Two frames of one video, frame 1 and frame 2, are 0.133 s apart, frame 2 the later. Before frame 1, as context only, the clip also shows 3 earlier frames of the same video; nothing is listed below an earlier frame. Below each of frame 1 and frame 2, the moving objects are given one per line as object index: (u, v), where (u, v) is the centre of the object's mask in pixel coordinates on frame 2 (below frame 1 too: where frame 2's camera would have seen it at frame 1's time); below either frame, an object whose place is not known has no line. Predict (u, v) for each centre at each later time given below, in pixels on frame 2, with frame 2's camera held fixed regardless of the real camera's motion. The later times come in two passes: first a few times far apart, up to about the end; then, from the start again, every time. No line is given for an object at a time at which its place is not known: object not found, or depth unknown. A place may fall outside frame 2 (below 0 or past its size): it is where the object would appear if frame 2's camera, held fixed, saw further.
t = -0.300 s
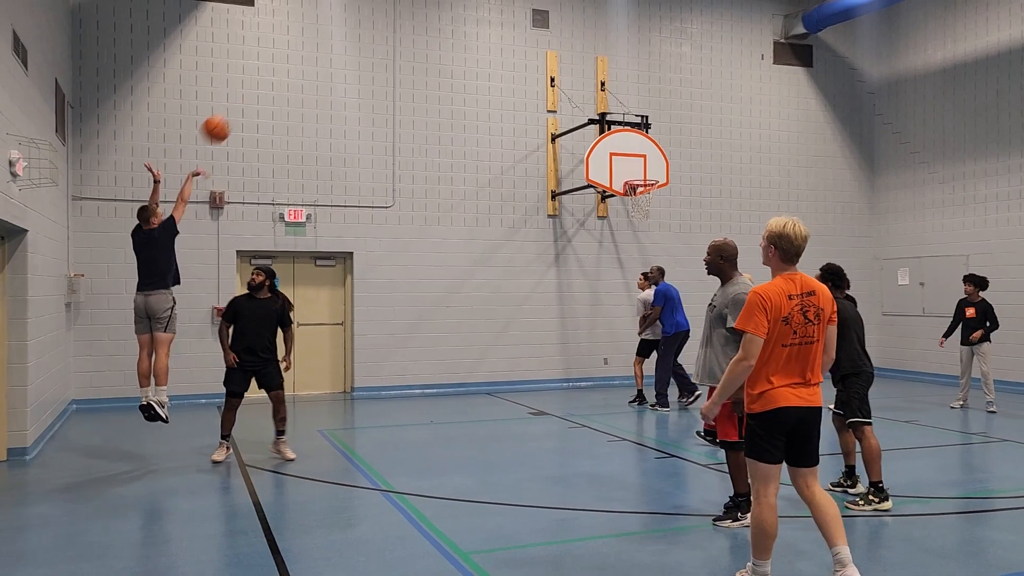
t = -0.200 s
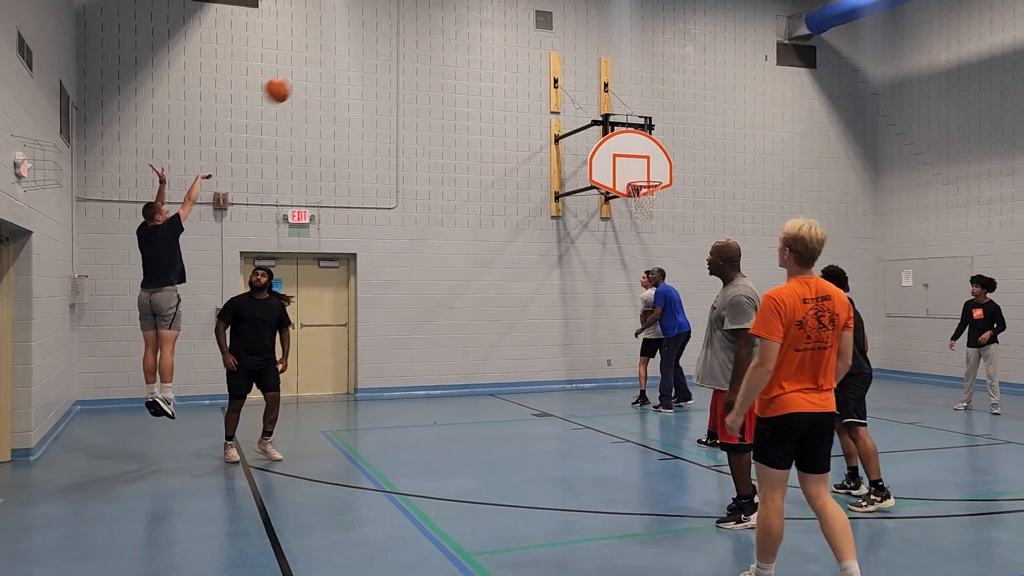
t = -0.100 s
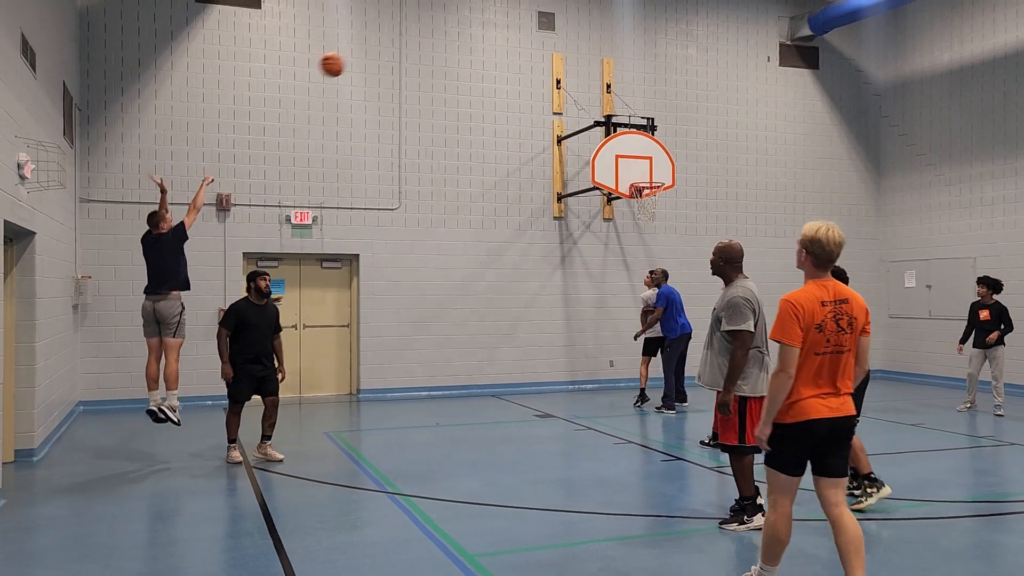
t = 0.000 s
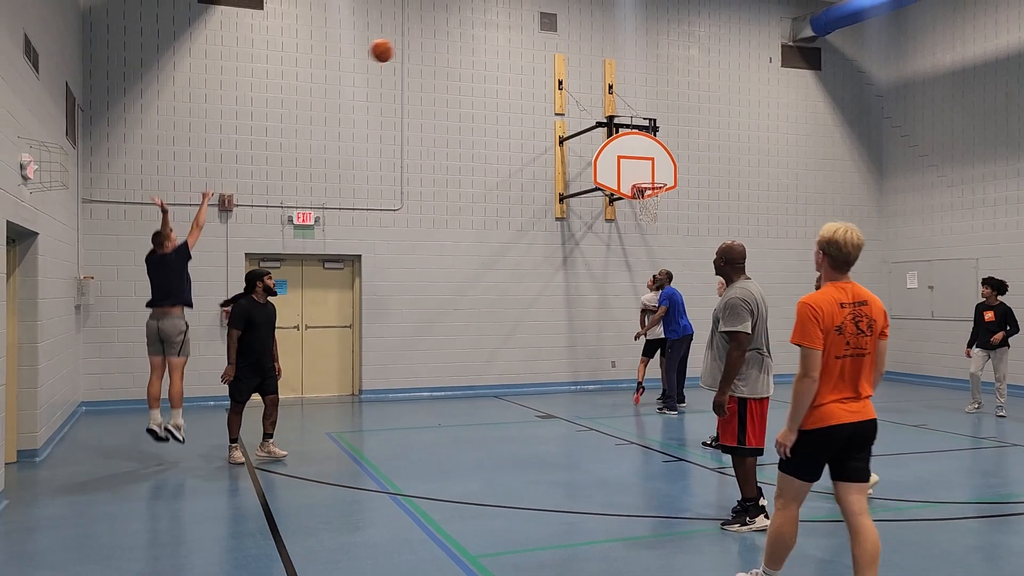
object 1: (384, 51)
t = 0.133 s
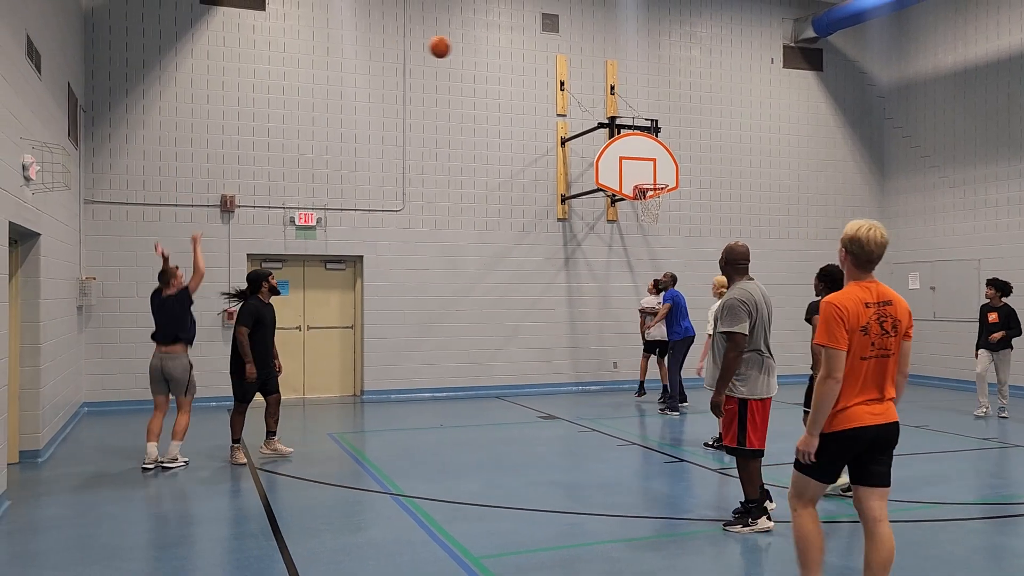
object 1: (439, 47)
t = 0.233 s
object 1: (478, 54)
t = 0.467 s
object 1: (555, 97)
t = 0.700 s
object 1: (620, 172)
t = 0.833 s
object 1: (627, 224)
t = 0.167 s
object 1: (453, 48)
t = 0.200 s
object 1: (465, 51)
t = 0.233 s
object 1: (478, 54)
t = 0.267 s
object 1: (490, 57)
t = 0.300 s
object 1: (501, 62)
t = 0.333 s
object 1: (513, 68)
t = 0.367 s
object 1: (524, 74)
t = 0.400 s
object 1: (534, 81)
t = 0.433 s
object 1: (545, 89)
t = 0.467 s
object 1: (555, 97)
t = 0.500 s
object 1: (565, 107)
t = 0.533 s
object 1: (575, 116)
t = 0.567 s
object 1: (584, 126)
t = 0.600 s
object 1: (593, 137)
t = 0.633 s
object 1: (602, 148)
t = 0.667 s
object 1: (611, 160)
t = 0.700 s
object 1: (620, 172)
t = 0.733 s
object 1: (628, 185)
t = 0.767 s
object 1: (630, 198)
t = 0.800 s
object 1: (628, 210)
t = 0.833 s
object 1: (627, 224)
